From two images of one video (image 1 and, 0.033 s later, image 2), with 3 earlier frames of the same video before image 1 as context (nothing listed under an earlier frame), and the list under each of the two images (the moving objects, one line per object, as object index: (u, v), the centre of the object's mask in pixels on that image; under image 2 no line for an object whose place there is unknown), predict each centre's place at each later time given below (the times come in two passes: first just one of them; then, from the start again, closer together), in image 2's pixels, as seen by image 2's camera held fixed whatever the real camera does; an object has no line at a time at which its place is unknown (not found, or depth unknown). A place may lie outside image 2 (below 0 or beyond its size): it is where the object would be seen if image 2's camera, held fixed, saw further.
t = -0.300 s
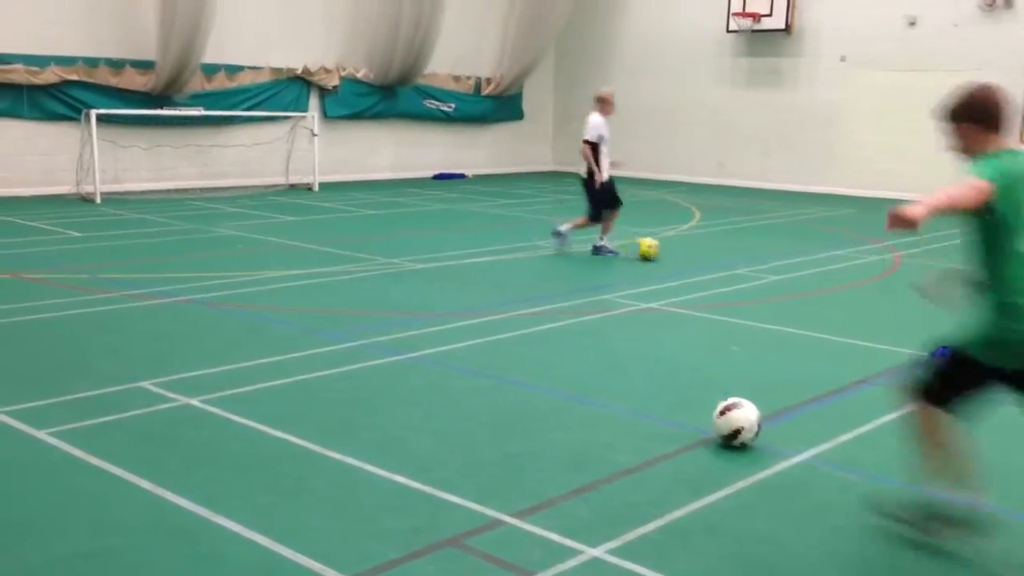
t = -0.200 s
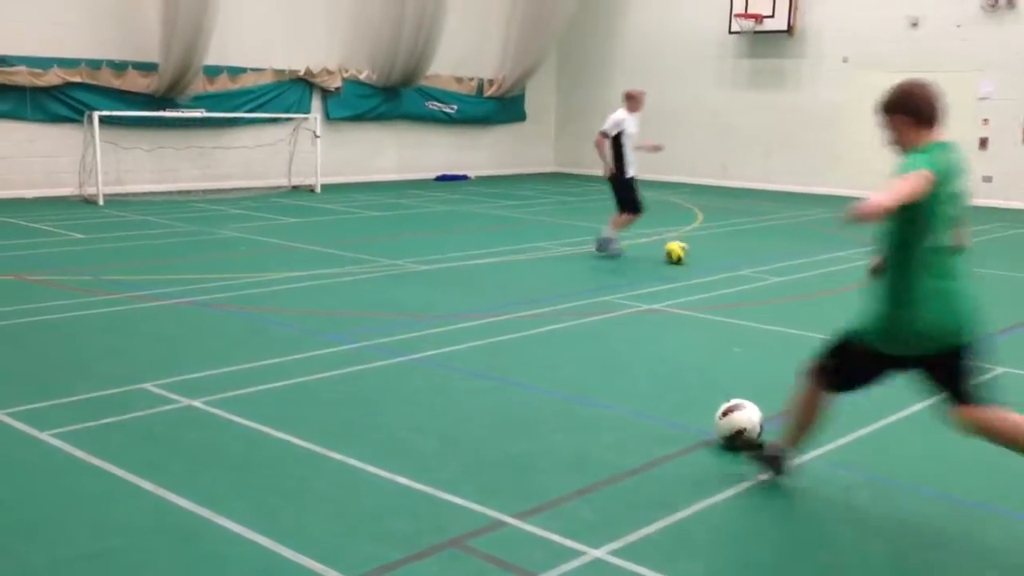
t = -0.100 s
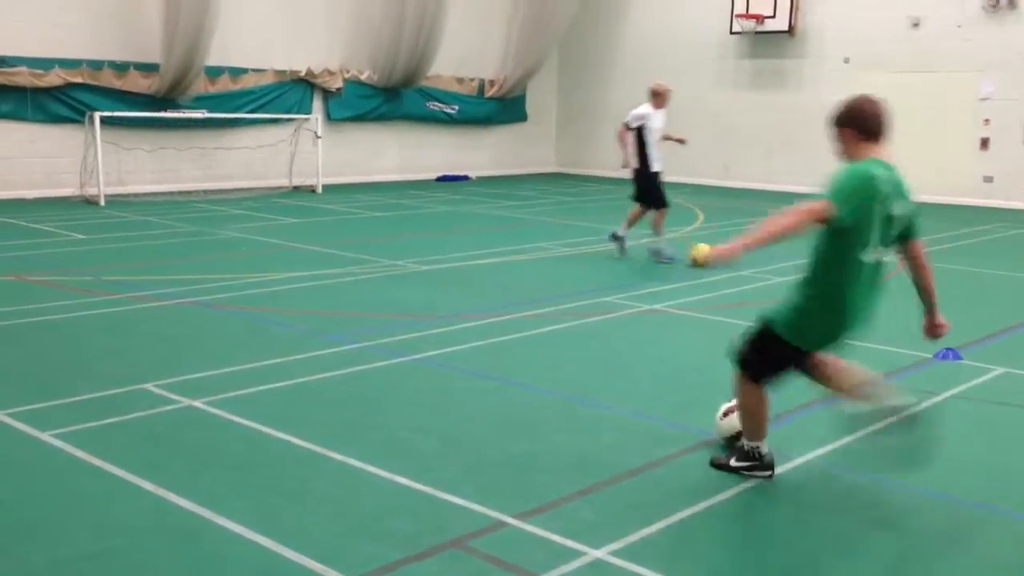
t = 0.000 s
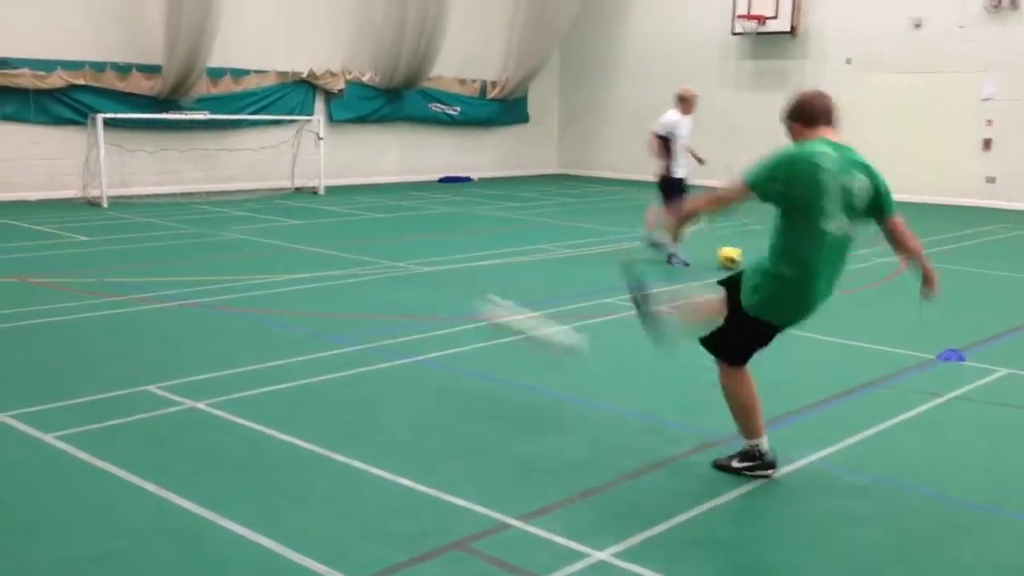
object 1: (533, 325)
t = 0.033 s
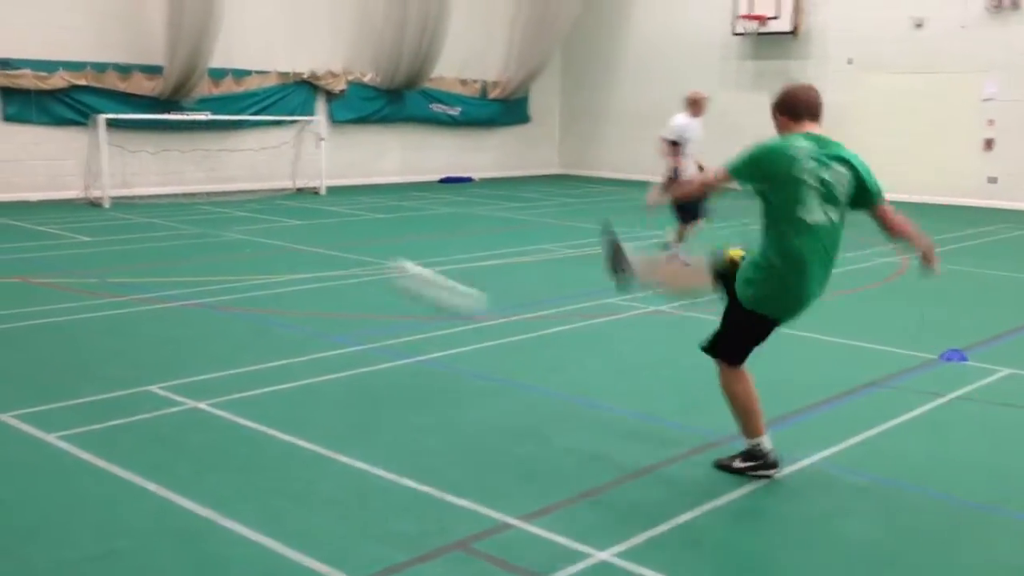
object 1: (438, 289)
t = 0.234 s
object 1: (37, 143)
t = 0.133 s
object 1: (213, 202)
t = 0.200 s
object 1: (87, 162)
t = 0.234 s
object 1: (37, 143)
